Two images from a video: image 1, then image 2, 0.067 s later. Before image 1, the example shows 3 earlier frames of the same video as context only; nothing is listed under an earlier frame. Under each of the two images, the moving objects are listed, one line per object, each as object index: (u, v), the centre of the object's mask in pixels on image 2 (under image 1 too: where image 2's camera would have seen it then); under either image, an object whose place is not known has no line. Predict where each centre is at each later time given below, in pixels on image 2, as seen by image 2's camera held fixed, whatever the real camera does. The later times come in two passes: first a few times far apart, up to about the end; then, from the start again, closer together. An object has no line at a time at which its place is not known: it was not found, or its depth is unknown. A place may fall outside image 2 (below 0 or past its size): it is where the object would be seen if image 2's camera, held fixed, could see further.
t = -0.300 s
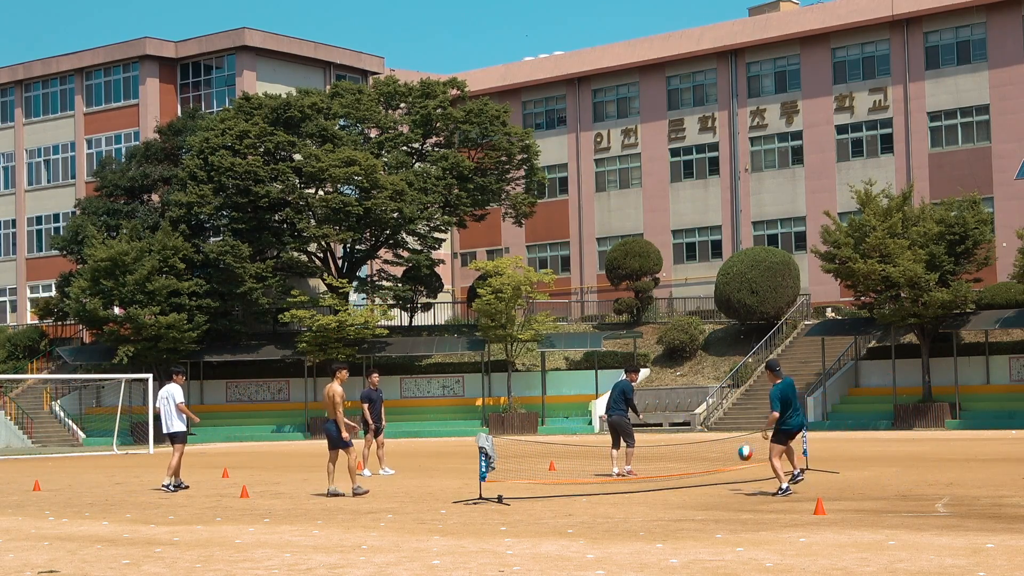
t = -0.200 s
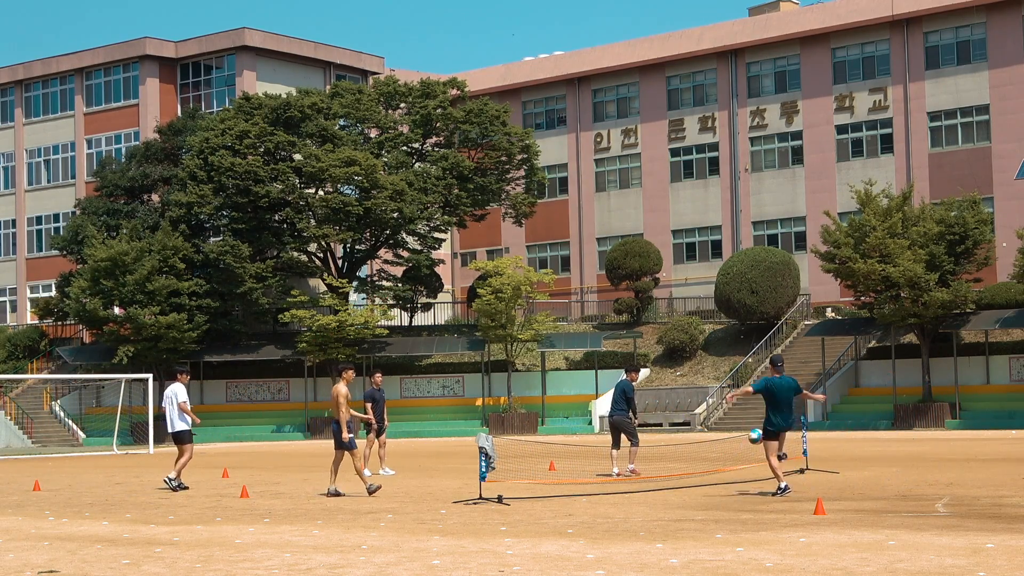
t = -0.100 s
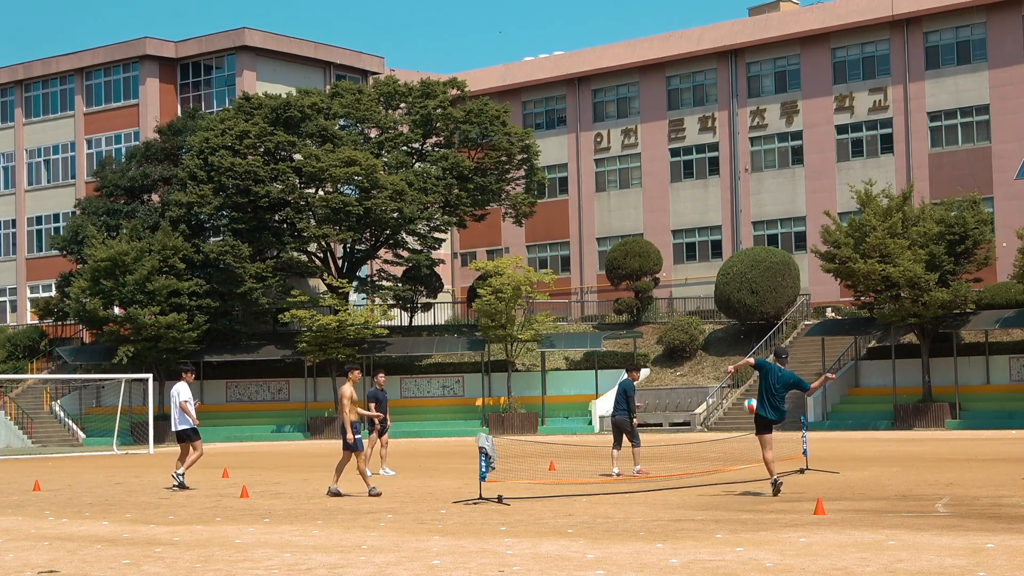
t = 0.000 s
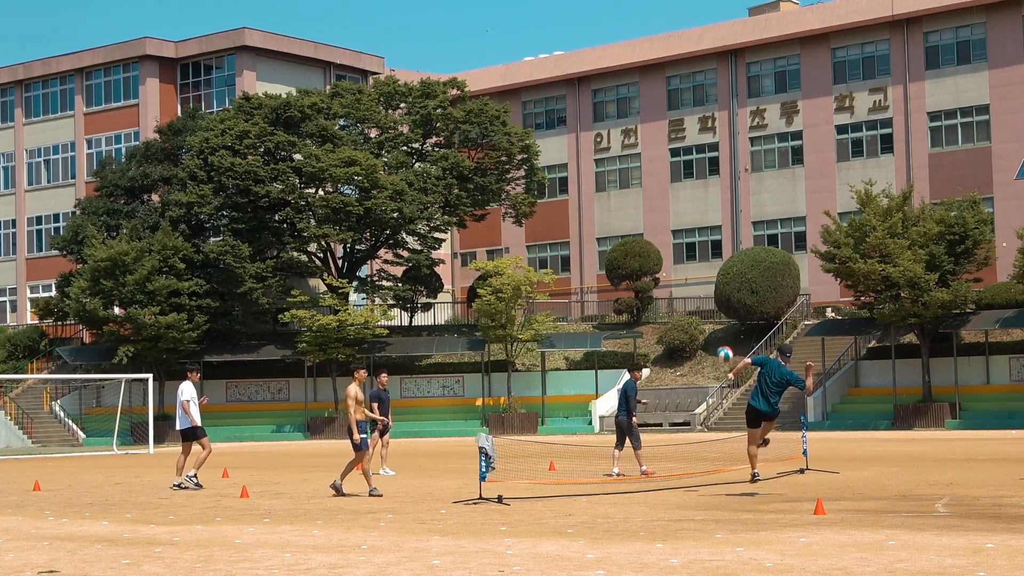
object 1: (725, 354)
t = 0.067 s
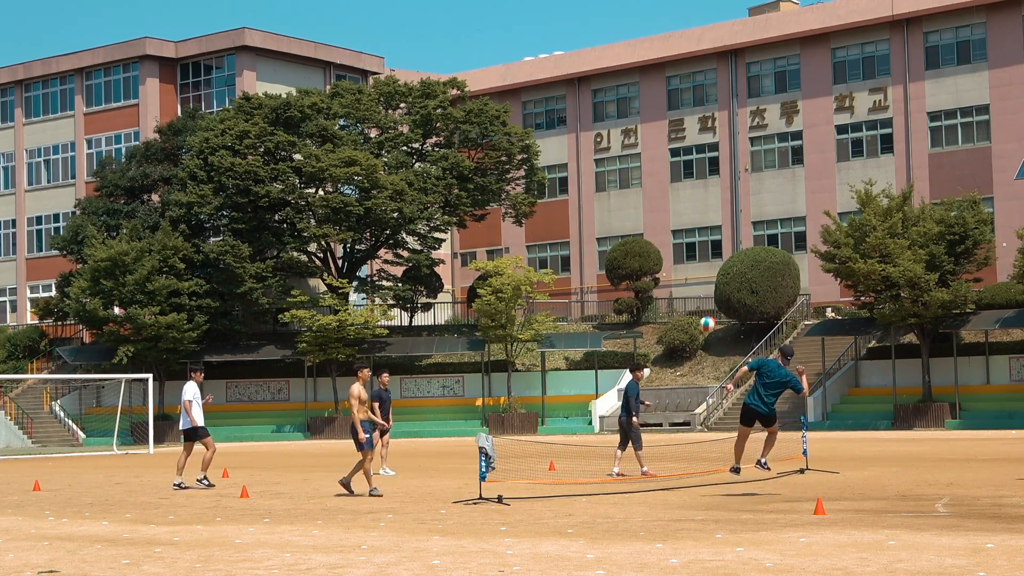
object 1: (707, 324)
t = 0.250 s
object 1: (662, 258)
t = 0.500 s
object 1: (603, 211)
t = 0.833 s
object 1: (529, 221)
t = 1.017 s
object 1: (492, 261)
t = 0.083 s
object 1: (704, 317)
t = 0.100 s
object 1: (699, 310)
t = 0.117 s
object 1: (695, 303)
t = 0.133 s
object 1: (691, 297)
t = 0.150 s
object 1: (686, 291)
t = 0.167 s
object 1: (682, 285)
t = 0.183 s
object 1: (678, 279)
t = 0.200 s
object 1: (674, 274)
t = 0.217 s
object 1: (670, 269)
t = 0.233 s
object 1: (666, 263)
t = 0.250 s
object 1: (662, 258)
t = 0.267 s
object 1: (658, 254)
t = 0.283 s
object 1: (655, 250)
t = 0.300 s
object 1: (651, 247)
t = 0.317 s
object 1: (646, 241)
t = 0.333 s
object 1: (642, 236)
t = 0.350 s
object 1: (638, 234)
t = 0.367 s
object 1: (634, 231)
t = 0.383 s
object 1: (630, 228)
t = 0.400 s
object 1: (626, 224)
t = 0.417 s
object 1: (623, 222)
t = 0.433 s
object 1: (619, 219)
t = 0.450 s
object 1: (615, 217)
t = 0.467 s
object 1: (611, 215)
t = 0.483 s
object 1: (607, 213)
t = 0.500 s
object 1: (603, 211)
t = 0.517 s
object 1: (600, 210)
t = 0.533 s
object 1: (596, 208)
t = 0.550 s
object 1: (592, 207)
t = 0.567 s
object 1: (588, 206)
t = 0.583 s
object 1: (585, 206)
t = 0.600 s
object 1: (581, 206)
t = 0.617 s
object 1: (577, 205)
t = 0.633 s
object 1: (573, 205)
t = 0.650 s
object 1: (569, 205)
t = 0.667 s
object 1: (565, 206)
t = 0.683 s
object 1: (562, 206)
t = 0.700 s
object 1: (558, 207)
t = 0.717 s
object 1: (555, 208)
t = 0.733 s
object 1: (551, 209)
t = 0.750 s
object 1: (548, 211)
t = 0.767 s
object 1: (544, 212)
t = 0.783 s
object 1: (541, 214)
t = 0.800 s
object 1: (537, 216)
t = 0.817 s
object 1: (533, 219)
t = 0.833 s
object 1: (529, 221)
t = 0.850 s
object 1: (526, 223)
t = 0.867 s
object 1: (522, 226)
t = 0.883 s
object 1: (519, 230)
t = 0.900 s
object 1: (515, 233)
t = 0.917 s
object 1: (512, 236)
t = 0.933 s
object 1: (509, 240)
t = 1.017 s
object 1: (492, 261)
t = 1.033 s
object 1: (488, 267)
